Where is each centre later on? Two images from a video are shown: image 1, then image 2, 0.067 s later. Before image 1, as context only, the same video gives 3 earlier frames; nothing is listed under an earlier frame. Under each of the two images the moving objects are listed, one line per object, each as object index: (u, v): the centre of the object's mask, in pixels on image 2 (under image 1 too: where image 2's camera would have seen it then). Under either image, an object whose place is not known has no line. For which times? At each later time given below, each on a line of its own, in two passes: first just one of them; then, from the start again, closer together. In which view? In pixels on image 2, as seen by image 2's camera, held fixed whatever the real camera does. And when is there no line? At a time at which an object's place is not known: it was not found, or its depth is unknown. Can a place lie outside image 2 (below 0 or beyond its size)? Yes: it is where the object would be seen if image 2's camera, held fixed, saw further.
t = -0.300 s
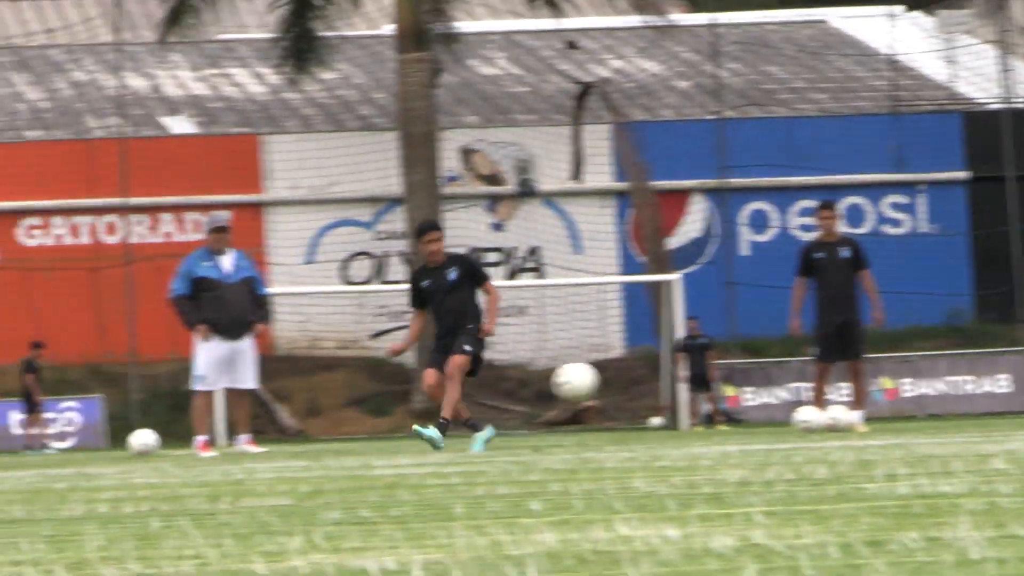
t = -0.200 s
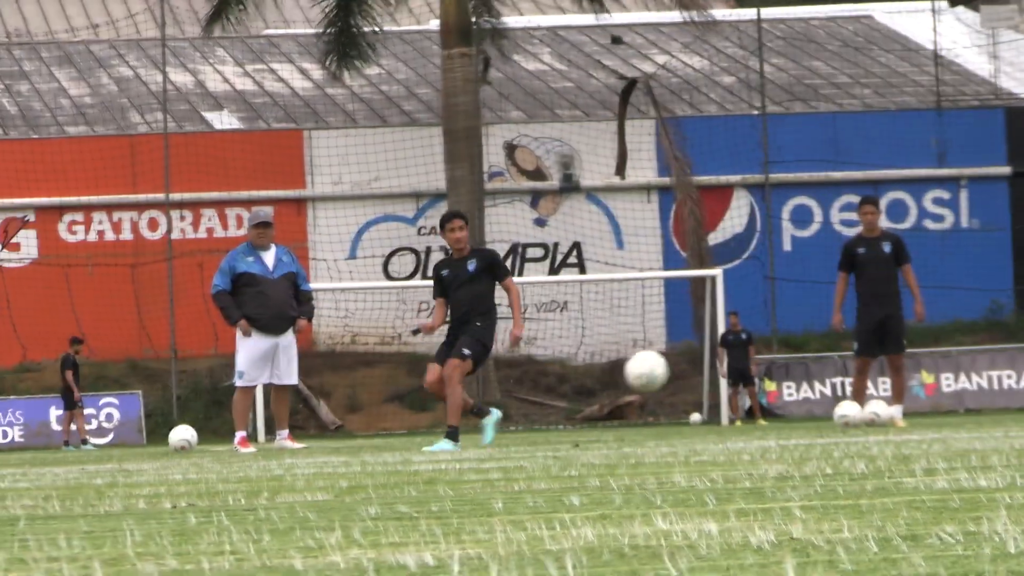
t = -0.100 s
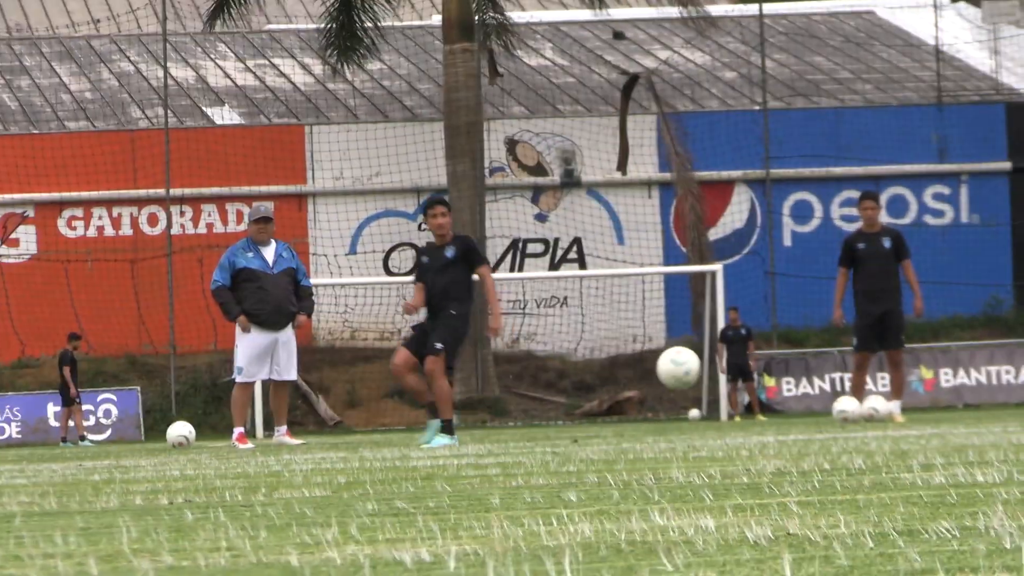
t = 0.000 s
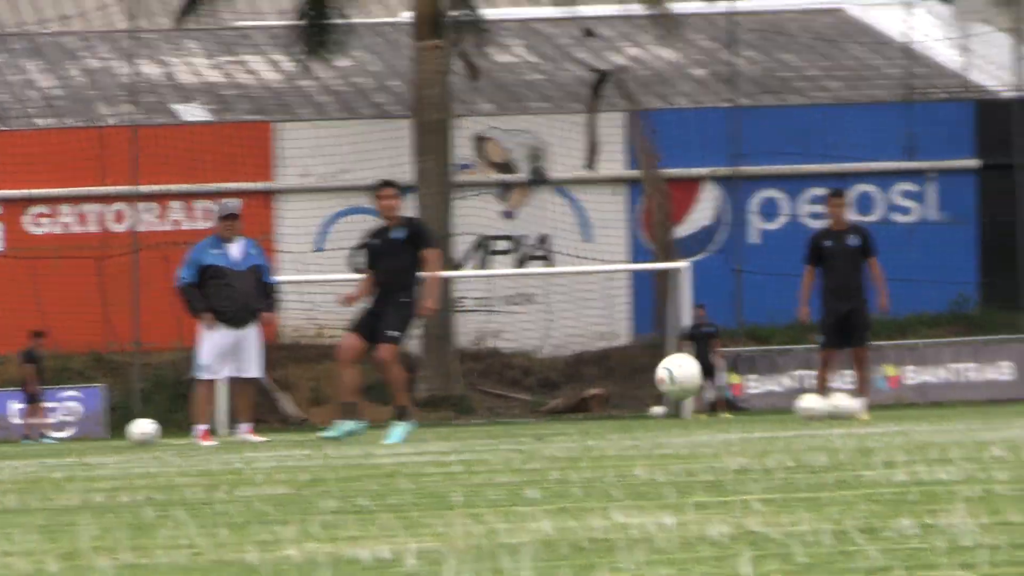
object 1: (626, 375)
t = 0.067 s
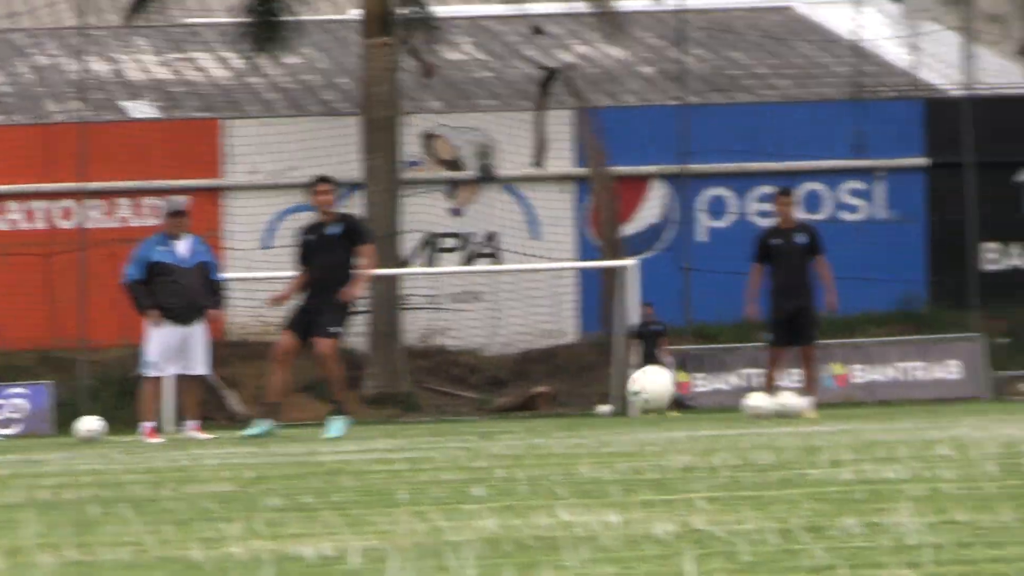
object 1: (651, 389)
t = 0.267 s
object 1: (720, 390)
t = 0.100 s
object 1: (663, 399)
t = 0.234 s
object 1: (709, 396)
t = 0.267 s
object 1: (720, 390)
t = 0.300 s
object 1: (730, 386)
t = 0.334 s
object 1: (742, 386)
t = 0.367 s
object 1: (753, 389)
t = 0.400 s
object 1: (764, 397)
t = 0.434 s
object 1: (776, 408)
